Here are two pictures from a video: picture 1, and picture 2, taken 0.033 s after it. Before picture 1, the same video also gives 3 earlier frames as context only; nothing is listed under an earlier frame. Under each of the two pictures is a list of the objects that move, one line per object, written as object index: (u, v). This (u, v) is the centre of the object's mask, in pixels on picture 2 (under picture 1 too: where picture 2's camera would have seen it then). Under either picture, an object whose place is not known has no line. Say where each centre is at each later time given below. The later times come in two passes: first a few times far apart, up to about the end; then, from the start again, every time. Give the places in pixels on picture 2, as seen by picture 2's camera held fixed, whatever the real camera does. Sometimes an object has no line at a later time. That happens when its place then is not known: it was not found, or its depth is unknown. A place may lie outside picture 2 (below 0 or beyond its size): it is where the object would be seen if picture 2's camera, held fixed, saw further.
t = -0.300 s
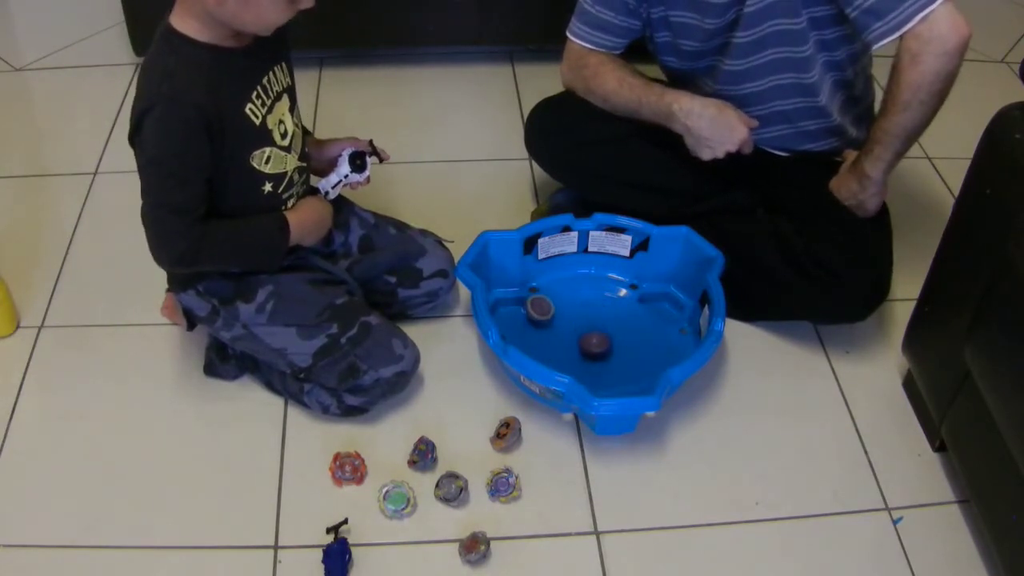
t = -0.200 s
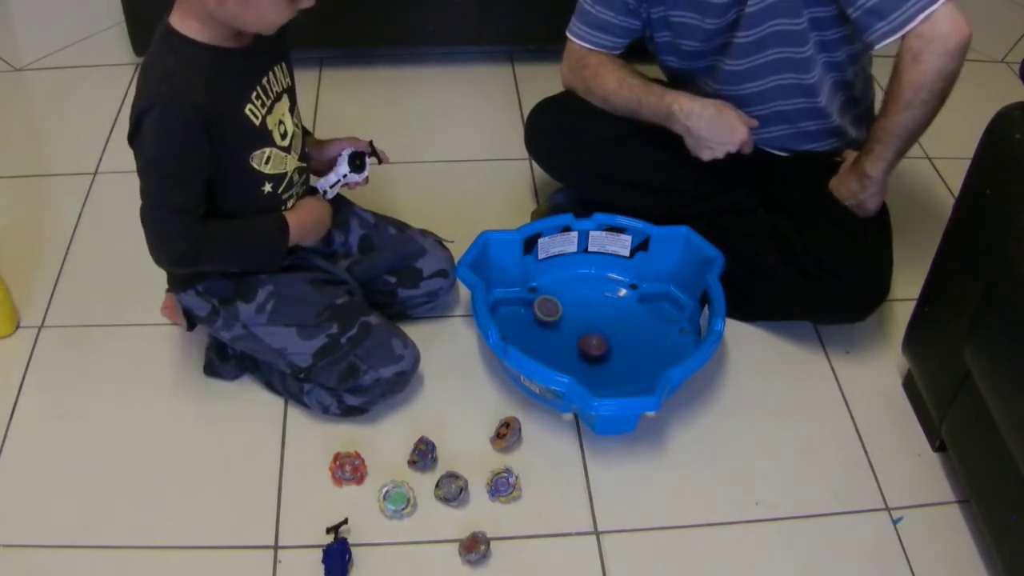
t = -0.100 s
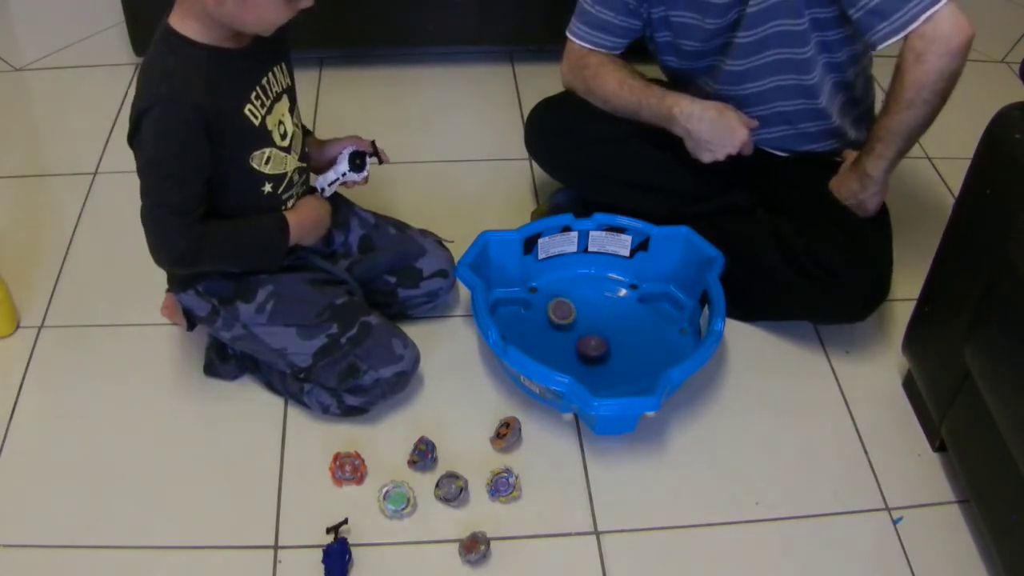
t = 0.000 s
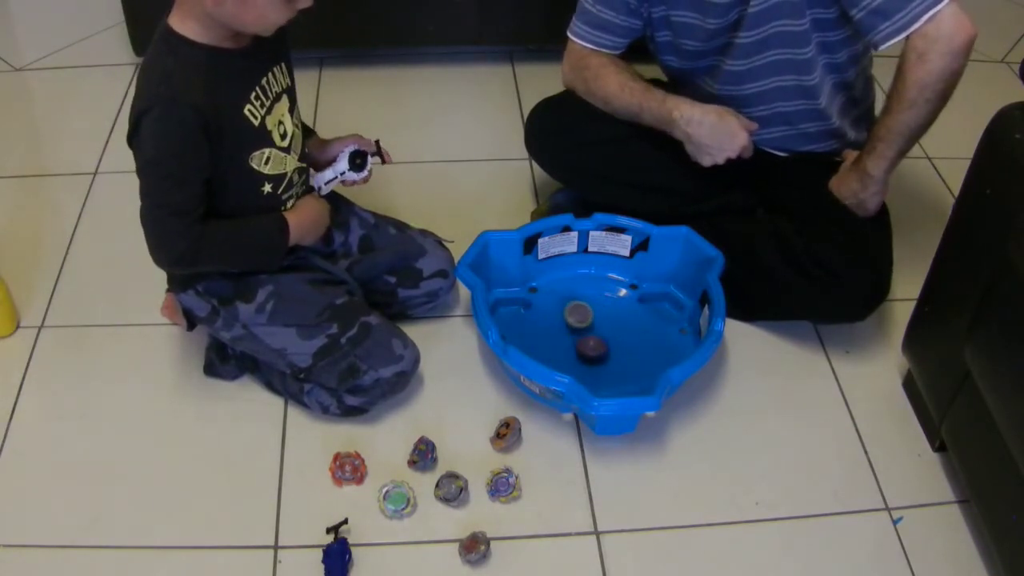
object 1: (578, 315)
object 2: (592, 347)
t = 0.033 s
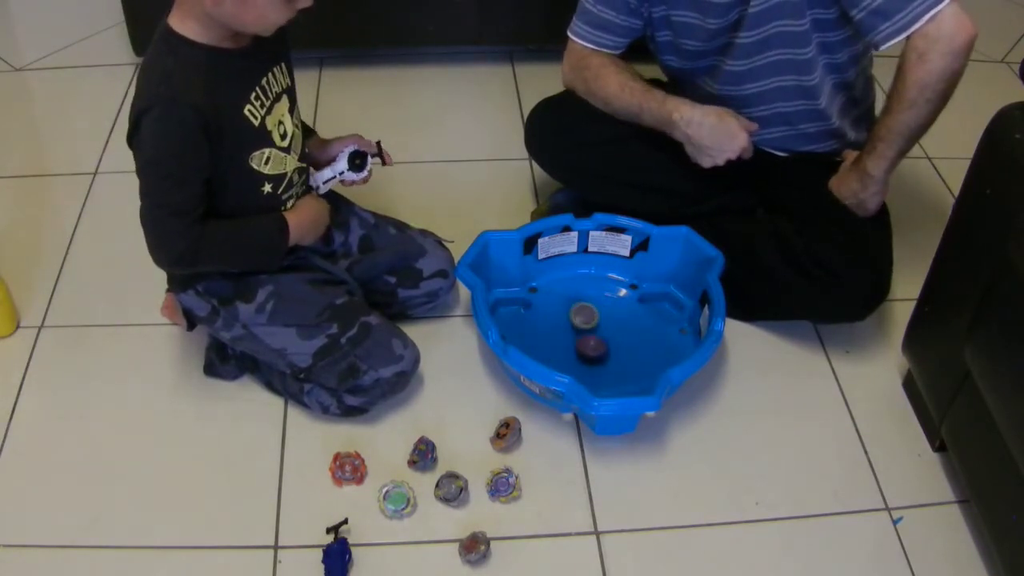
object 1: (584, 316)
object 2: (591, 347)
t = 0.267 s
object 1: (623, 326)
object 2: (590, 343)
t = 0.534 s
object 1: (651, 337)
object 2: (592, 337)
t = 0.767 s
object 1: (652, 343)
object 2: (596, 334)
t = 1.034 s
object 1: (623, 356)
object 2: (595, 334)
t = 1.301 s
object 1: (582, 366)
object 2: (594, 327)
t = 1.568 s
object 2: (593, 326)
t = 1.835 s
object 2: (583, 328)
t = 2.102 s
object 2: (610, 337)
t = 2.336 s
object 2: (635, 356)
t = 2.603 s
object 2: (635, 356)
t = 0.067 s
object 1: (590, 317)
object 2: (591, 346)
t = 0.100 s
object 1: (596, 319)
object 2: (591, 346)
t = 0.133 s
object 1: (602, 320)
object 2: (591, 345)
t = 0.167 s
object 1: (607, 321)
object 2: (590, 345)
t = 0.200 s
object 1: (612, 323)
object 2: (591, 345)
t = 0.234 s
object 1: (618, 324)
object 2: (591, 344)
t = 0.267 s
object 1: (623, 326)
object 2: (590, 343)
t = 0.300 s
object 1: (628, 327)
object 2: (590, 342)
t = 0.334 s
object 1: (632, 329)
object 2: (590, 341)
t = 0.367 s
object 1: (636, 331)
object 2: (590, 341)
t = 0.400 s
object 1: (640, 332)
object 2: (590, 340)
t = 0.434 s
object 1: (643, 333)
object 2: (590, 339)
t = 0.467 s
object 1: (646, 334)
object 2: (591, 338)
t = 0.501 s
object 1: (649, 336)
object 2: (592, 338)
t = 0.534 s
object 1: (651, 337)
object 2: (592, 337)
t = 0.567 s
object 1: (652, 338)
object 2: (592, 336)
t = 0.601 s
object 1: (653, 339)
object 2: (593, 336)
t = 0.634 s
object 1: (653, 340)
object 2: (594, 335)
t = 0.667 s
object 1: (653, 340)
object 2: (594, 335)
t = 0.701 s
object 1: (653, 341)
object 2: (595, 334)
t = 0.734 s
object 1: (653, 341)
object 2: (596, 335)
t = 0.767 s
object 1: (652, 343)
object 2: (596, 334)
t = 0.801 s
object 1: (650, 344)
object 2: (596, 334)
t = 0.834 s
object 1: (648, 346)
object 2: (597, 334)
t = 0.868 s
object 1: (645, 347)
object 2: (596, 334)
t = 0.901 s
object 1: (641, 349)
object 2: (596, 334)
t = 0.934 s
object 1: (637, 351)
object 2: (596, 334)
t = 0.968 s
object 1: (633, 353)
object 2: (597, 334)
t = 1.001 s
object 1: (628, 354)
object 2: (596, 334)
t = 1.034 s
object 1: (623, 356)
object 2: (595, 334)
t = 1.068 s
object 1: (618, 357)
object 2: (595, 334)
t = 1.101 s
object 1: (613, 358)
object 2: (595, 334)
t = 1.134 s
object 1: (608, 359)
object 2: (594, 334)
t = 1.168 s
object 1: (603, 363)
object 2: (594, 333)
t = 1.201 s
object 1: (597, 365)
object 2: (596, 332)
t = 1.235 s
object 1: (592, 366)
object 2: (596, 330)
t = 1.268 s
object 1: (587, 366)
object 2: (595, 329)
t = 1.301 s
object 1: (582, 366)
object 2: (594, 327)
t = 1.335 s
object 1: (579, 366)
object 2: (593, 325)
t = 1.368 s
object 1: (575, 365)
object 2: (594, 323)
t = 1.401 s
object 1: (570, 363)
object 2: (595, 323)
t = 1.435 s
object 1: (567, 363)
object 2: (596, 323)
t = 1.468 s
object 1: (563, 362)
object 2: (597, 324)
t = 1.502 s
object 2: (595, 324)
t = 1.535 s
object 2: (594, 325)
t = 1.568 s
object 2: (593, 326)
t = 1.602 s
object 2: (593, 326)
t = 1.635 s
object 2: (593, 327)
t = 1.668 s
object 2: (593, 328)
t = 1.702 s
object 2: (591, 329)
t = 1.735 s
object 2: (590, 329)
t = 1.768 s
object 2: (587, 329)
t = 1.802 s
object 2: (585, 329)
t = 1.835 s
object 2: (583, 328)
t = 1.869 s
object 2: (582, 328)
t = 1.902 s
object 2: (582, 328)
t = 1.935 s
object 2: (582, 327)
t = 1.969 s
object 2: (582, 328)
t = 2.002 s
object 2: (582, 327)
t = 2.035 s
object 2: (592, 330)
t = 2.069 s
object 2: (601, 334)
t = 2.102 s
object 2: (610, 337)
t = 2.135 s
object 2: (618, 342)
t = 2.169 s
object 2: (624, 348)
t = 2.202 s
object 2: (630, 350)
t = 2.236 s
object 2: (634, 353)
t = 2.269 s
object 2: (635, 356)
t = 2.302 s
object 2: (635, 356)
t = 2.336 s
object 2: (635, 356)
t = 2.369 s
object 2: (635, 356)
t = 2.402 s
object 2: (635, 356)
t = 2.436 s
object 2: (635, 356)
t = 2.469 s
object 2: (635, 356)
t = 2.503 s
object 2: (635, 356)
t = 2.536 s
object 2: (635, 356)
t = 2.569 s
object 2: (635, 356)
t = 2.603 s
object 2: (635, 356)
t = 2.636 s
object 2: (635, 356)
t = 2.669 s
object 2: (635, 356)
